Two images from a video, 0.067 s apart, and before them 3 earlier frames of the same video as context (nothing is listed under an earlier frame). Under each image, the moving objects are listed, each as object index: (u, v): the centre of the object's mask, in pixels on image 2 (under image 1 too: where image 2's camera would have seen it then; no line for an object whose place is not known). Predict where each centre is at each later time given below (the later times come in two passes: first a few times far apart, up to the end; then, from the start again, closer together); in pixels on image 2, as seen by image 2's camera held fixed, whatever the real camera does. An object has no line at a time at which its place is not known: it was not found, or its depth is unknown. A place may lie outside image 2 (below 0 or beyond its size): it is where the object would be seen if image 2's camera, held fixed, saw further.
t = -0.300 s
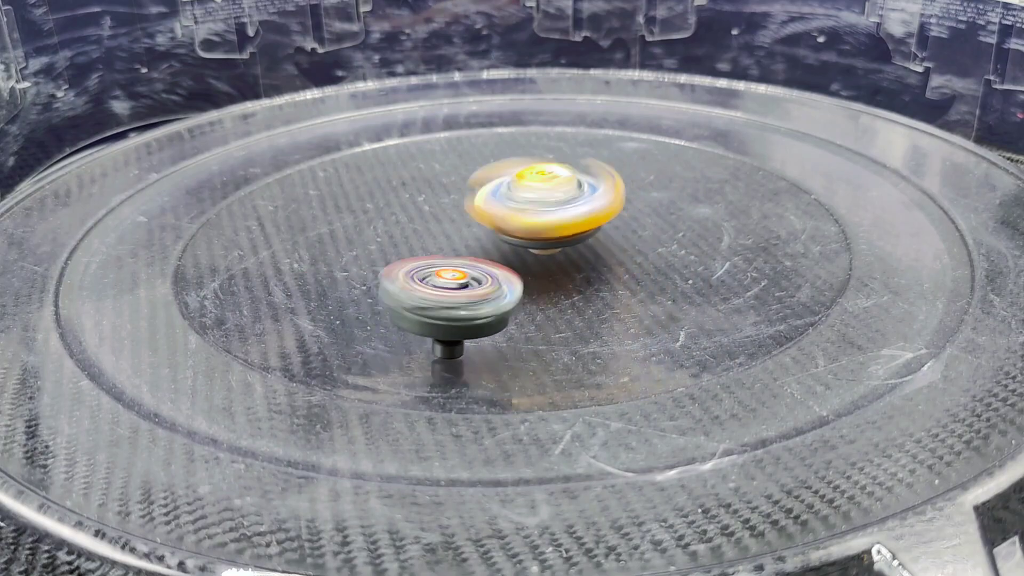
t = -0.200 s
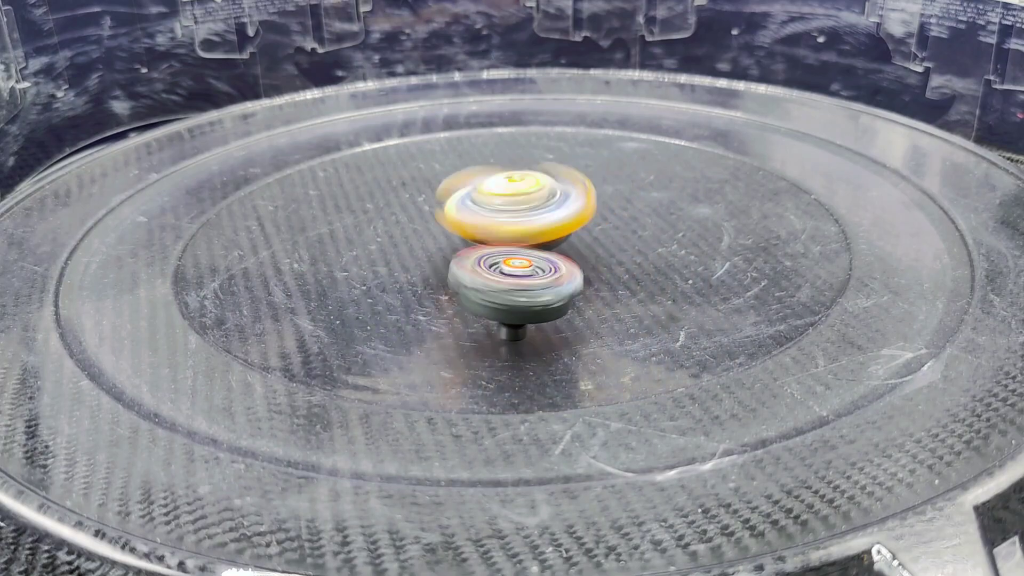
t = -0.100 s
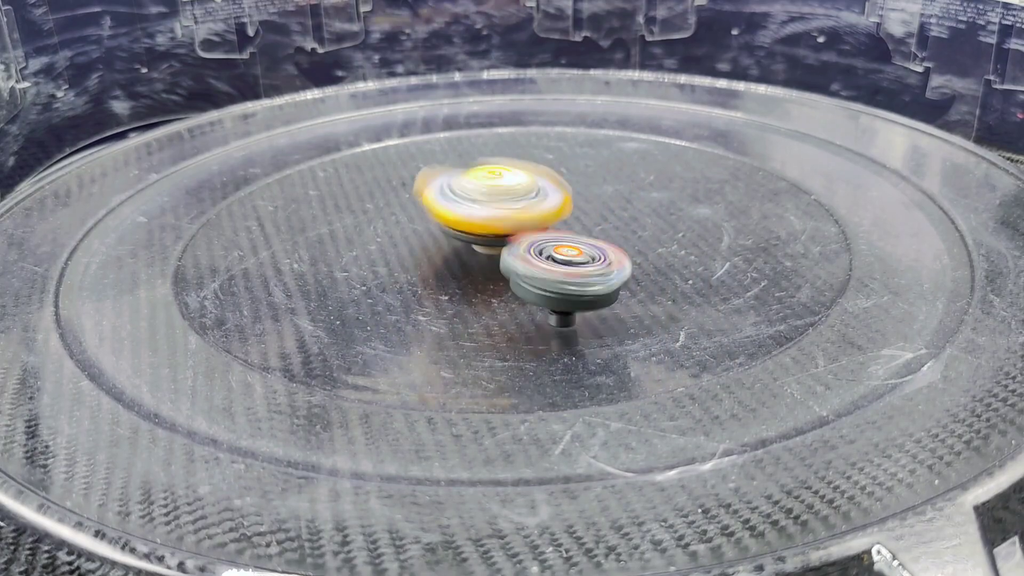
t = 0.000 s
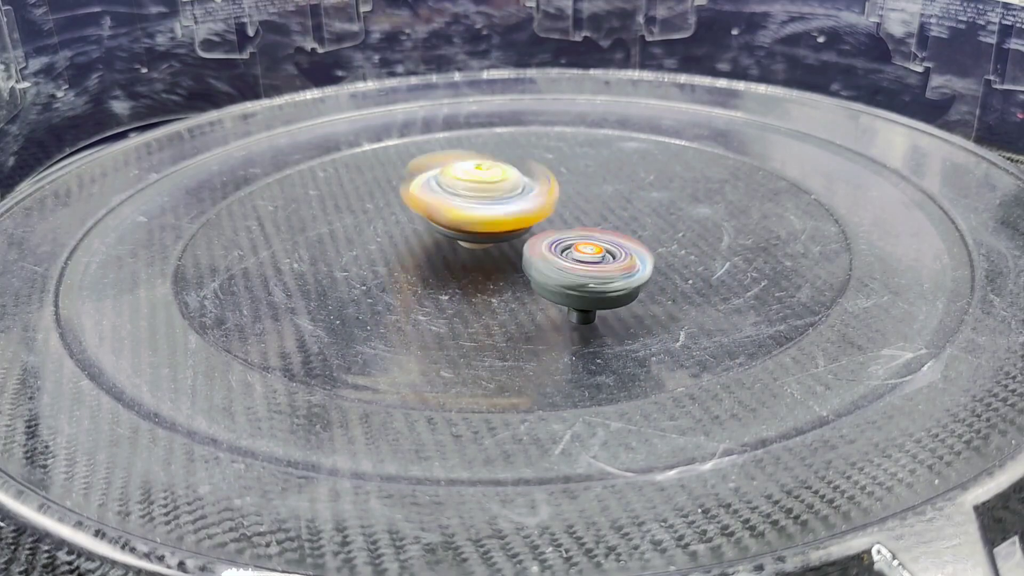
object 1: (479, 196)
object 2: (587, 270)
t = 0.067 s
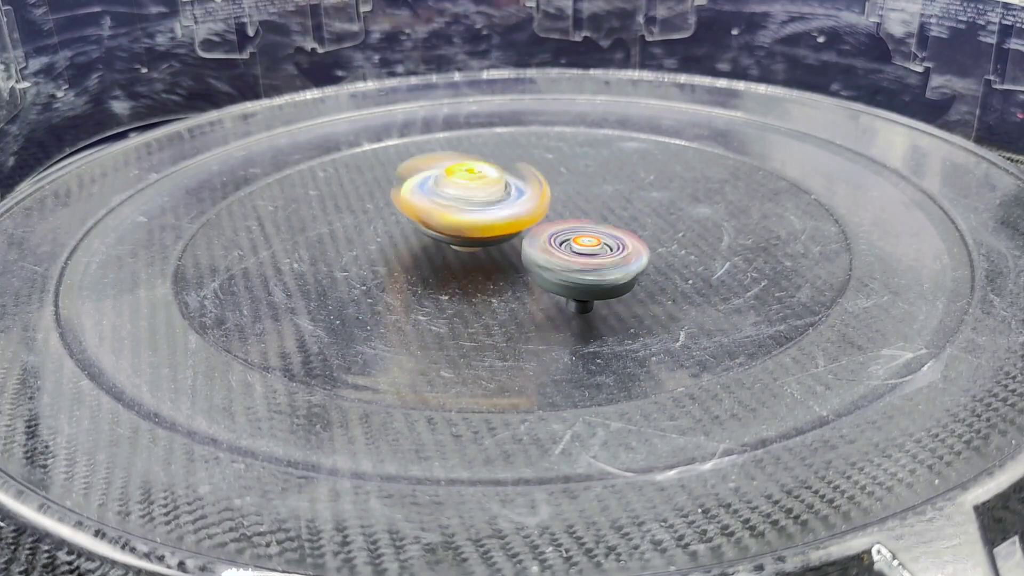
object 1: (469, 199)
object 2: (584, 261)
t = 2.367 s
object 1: (468, 218)
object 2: (587, 306)
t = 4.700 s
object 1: (510, 253)
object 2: (653, 257)
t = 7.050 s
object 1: (444, 221)
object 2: (546, 274)
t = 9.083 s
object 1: (520, 230)
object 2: (498, 284)
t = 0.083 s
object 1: (469, 199)
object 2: (584, 259)
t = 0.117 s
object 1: (464, 201)
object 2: (583, 253)
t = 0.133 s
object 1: (463, 203)
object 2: (582, 250)
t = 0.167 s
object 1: (461, 205)
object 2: (582, 244)
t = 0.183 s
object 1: (457, 206)
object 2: (586, 241)
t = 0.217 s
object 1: (456, 208)
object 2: (590, 237)
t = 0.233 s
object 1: (454, 209)
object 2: (591, 235)
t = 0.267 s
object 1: (453, 211)
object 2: (591, 231)
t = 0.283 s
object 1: (451, 211)
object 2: (594, 229)
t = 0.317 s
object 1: (447, 214)
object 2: (596, 226)
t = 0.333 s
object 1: (448, 214)
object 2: (595, 225)
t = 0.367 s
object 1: (446, 216)
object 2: (593, 223)
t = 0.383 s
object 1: (448, 218)
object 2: (592, 222)
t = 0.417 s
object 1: (443, 220)
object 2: (599, 219)
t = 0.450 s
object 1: (438, 221)
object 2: (614, 216)
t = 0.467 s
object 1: (435, 222)
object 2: (618, 215)
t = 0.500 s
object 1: (438, 226)
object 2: (620, 213)
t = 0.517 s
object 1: (437, 226)
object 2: (620, 213)
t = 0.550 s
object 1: (441, 229)
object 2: (618, 213)
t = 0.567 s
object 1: (443, 231)
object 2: (617, 213)
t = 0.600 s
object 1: (448, 234)
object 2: (614, 214)
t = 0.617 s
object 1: (452, 235)
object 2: (612, 215)
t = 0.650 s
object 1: (458, 238)
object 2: (608, 217)
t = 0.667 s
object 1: (462, 238)
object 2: (605, 218)
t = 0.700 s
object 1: (446, 240)
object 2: (640, 209)
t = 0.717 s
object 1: (436, 241)
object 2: (664, 202)
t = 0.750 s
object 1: (423, 242)
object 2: (706, 191)
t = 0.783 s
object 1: (418, 244)
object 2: (735, 180)
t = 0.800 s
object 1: (421, 246)
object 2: (745, 175)
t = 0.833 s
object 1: (424, 249)
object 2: (761, 168)
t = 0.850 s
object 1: (427, 249)
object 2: (766, 164)
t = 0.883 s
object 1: (435, 252)
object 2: (773, 160)
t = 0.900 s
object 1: (435, 253)
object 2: (775, 159)
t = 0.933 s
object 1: (445, 255)
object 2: (777, 159)
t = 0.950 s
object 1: (448, 257)
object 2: (775, 159)
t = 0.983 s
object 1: (456, 257)
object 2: (771, 161)
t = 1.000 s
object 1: (461, 258)
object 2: (768, 163)
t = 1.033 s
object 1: (469, 259)
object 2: (758, 167)
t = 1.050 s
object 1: (476, 259)
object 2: (752, 169)
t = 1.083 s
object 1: (484, 260)
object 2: (740, 175)
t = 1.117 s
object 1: (492, 259)
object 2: (726, 181)
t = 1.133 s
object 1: (500, 259)
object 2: (717, 184)
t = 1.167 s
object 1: (507, 258)
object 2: (701, 192)
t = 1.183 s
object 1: (511, 257)
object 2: (692, 195)
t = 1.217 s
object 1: (520, 256)
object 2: (674, 203)
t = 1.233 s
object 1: (522, 255)
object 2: (665, 207)
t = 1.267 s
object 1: (523, 254)
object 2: (655, 211)
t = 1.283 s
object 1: (518, 256)
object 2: (658, 210)
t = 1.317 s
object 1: (513, 256)
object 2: (661, 211)
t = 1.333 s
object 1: (515, 255)
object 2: (660, 212)
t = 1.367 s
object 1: (516, 255)
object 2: (659, 216)
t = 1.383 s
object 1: (515, 254)
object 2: (657, 218)
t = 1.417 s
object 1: (497, 255)
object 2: (681, 214)
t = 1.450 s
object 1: (469, 256)
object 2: (718, 207)
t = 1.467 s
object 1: (460, 255)
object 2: (734, 206)
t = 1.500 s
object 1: (445, 254)
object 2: (757, 203)
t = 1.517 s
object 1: (438, 255)
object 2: (765, 202)
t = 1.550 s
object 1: (434, 255)
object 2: (774, 203)
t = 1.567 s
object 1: (436, 255)
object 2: (774, 205)
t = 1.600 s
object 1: (435, 256)
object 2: (770, 210)
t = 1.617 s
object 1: (433, 256)
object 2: (766, 213)
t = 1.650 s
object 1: (434, 256)
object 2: (756, 219)
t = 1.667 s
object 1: (434, 257)
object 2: (751, 222)
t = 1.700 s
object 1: (436, 258)
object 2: (736, 230)
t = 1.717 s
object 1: (438, 257)
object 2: (728, 233)
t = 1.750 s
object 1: (441, 258)
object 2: (712, 241)
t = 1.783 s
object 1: (444, 258)
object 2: (693, 249)
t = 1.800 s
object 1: (445, 258)
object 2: (684, 252)
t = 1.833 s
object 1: (450, 257)
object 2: (663, 260)
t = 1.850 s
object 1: (450, 257)
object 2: (652, 263)
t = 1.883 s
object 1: (454, 257)
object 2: (627, 269)
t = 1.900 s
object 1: (460, 256)
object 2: (616, 272)
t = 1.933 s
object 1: (453, 252)
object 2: (614, 278)
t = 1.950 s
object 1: (439, 247)
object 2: (634, 285)
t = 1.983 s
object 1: (422, 233)
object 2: (671, 291)
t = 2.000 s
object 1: (414, 229)
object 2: (687, 294)
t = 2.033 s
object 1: (410, 220)
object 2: (713, 300)
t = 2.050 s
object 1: (407, 216)
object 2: (721, 303)
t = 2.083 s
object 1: (410, 212)
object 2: (728, 305)
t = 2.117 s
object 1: (411, 210)
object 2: (724, 306)
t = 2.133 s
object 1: (412, 209)
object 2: (720, 307)
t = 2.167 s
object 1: (417, 209)
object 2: (709, 308)
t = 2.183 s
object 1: (418, 210)
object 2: (703, 308)
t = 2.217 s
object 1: (426, 210)
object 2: (687, 307)
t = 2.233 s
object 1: (428, 211)
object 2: (678, 308)
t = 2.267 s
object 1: (438, 213)
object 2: (658, 307)
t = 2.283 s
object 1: (439, 213)
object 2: (646, 308)
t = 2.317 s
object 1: (451, 216)
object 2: (623, 307)
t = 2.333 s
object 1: (455, 215)
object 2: (611, 307)
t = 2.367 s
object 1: (468, 218)
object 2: (587, 306)
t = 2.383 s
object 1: (471, 218)
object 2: (574, 305)
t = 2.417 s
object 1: (483, 221)
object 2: (551, 303)
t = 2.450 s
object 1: (494, 219)
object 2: (528, 299)
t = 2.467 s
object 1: (497, 219)
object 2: (517, 297)
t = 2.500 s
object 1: (508, 217)
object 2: (498, 292)
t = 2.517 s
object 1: (513, 218)
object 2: (489, 290)
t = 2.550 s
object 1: (524, 217)
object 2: (469, 286)
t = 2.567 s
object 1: (528, 218)
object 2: (457, 285)
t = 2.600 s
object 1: (539, 215)
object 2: (438, 280)
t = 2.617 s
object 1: (541, 216)
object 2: (429, 278)
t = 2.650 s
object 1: (547, 213)
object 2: (415, 272)
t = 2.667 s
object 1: (549, 215)
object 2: (411, 269)
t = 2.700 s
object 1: (551, 214)
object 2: (404, 264)
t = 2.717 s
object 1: (551, 216)
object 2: (401, 262)
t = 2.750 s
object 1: (549, 216)
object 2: (397, 257)
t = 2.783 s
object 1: (547, 218)
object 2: (395, 253)
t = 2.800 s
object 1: (545, 219)
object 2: (396, 251)
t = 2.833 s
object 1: (543, 221)
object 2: (398, 247)
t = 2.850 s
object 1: (541, 220)
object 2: (400, 246)
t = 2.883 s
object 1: (551, 222)
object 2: (388, 240)
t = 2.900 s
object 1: (560, 220)
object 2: (371, 237)
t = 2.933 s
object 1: (579, 219)
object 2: (345, 232)
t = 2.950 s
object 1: (586, 217)
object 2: (336, 228)
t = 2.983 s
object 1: (595, 214)
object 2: (325, 225)
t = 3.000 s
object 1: (600, 214)
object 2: (324, 224)
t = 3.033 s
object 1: (603, 212)
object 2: (327, 222)
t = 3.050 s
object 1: (603, 213)
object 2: (330, 221)
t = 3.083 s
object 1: (601, 215)
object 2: (337, 220)
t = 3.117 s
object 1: (593, 217)
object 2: (346, 219)
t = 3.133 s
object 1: (587, 219)
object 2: (352, 220)
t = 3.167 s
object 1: (574, 223)
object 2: (365, 219)
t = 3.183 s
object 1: (565, 224)
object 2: (373, 220)
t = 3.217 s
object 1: (549, 228)
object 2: (389, 220)
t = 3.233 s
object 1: (542, 228)
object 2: (397, 221)
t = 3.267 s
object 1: (547, 231)
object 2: (389, 214)
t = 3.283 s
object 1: (548, 232)
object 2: (389, 211)
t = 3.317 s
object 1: (553, 233)
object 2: (394, 209)
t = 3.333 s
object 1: (555, 234)
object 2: (399, 208)
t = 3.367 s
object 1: (560, 235)
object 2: (410, 208)
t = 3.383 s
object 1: (560, 234)
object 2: (416, 207)
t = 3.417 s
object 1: (562, 235)
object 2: (429, 208)
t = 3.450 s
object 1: (562, 236)
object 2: (445, 208)
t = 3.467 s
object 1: (567, 240)
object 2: (444, 196)
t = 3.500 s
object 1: (587, 246)
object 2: (439, 173)
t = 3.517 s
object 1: (597, 253)
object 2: (439, 163)
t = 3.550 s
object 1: (615, 257)
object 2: (445, 147)
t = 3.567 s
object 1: (624, 261)
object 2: (447, 140)
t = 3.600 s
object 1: (640, 262)
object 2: (454, 132)
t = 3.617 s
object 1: (648, 262)
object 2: (459, 129)
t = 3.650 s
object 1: (658, 263)
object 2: (468, 126)
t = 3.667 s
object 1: (663, 263)
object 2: (472, 126)
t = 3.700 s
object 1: (666, 260)
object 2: (480, 126)
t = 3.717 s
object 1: (666, 259)
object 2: (483, 126)
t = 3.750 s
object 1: (663, 255)
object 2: (490, 128)
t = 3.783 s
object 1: (656, 255)
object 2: (497, 131)
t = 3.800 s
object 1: (653, 254)
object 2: (501, 133)
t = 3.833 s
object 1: (640, 254)
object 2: (510, 138)
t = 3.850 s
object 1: (635, 253)
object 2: (514, 141)
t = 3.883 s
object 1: (619, 251)
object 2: (523, 147)
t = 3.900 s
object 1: (611, 251)
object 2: (528, 151)
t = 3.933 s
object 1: (594, 252)
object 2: (537, 157)
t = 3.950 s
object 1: (585, 252)
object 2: (542, 158)
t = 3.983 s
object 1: (569, 253)
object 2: (558, 166)
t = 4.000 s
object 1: (563, 252)
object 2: (563, 173)
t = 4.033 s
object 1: (548, 251)
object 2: (574, 177)
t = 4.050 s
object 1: (540, 250)
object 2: (591, 179)
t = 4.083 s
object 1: (519, 253)
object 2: (604, 195)
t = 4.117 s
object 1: (498, 255)
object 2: (630, 204)
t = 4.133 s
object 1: (489, 255)
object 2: (641, 208)
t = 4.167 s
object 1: (475, 257)
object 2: (666, 212)
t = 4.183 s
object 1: (472, 257)
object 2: (677, 215)
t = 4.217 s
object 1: (472, 256)
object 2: (696, 221)
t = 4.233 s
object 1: (471, 257)
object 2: (705, 224)
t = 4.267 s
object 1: (476, 258)
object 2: (720, 229)
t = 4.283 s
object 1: (478, 257)
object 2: (726, 231)
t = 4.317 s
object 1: (481, 257)
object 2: (736, 235)
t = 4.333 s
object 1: (482, 258)
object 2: (739, 236)
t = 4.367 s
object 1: (485, 258)
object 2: (743, 239)
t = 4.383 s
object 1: (488, 257)
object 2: (744, 240)
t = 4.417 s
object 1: (488, 259)
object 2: (742, 243)
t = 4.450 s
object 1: (493, 258)
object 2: (737, 245)
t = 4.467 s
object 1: (494, 258)
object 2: (735, 245)
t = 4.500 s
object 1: (494, 258)
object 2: (726, 247)
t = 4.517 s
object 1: (496, 258)
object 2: (721, 248)
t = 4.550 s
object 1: (500, 257)
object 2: (710, 248)
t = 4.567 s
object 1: (501, 257)
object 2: (703, 248)
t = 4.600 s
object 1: (503, 257)
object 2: (691, 249)
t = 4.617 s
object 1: (506, 257)
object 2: (685, 249)
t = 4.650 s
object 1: (509, 255)
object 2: (669, 252)
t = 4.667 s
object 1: (508, 256)
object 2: (662, 253)
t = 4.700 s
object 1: (510, 253)
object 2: (653, 257)
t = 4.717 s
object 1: (505, 251)
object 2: (651, 259)
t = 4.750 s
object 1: (500, 248)
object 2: (646, 266)
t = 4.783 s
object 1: (500, 245)
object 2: (635, 273)
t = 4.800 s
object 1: (499, 245)
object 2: (626, 275)
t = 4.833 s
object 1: (501, 242)
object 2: (606, 282)
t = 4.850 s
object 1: (498, 240)
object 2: (596, 283)
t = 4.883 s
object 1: (495, 236)
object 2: (570, 288)
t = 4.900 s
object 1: (498, 234)
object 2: (558, 291)
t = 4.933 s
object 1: (504, 229)
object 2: (521, 294)
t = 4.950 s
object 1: (514, 225)
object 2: (498, 291)
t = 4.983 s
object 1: (518, 227)
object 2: (456, 295)
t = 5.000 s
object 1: (520, 226)
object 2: (433, 299)
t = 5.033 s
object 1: (520, 224)
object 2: (393, 296)
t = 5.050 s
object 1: (524, 221)
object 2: (377, 295)
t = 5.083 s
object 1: (525, 222)
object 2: (344, 290)
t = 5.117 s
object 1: (525, 221)
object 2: (322, 285)
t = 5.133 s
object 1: (525, 222)
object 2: (311, 283)
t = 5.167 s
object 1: (522, 223)
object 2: (296, 279)
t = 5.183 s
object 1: (520, 224)
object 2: (290, 276)
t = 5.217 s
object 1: (517, 224)
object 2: (284, 274)
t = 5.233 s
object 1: (516, 225)
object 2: (283, 272)
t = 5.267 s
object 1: (511, 225)
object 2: (285, 271)
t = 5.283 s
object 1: (510, 226)
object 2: (287, 270)
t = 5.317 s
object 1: (507, 226)
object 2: (295, 270)
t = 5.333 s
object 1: (505, 227)
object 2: (299, 269)
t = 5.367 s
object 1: (503, 227)
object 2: (312, 268)
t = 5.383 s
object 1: (503, 226)
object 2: (320, 268)
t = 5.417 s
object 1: (502, 227)
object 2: (336, 266)
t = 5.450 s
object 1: (502, 226)
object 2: (354, 265)
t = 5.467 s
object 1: (503, 227)
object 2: (364, 264)
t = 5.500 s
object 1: (505, 227)
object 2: (382, 261)
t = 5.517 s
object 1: (516, 226)
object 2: (376, 252)
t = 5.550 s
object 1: (534, 229)
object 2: (366, 246)
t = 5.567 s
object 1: (540, 229)
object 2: (366, 242)
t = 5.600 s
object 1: (554, 233)
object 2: (369, 236)
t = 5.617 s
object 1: (562, 237)
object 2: (373, 231)
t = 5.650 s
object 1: (575, 239)
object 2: (385, 225)
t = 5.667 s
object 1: (582, 238)
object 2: (391, 223)
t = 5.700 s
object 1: (592, 239)
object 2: (406, 215)
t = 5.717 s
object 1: (594, 240)
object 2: (414, 215)
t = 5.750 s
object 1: (598, 239)
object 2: (432, 210)
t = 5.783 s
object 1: (600, 239)
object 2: (451, 206)
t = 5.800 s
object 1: (601, 241)
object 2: (461, 205)
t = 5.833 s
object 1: (598, 241)
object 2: (480, 202)
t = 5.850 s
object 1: (597, 240)
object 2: (490, 199)
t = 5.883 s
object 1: (594, 238)
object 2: (512, 193)
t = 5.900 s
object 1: (591, 240)
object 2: (521, 189)
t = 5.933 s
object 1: (587, 244)
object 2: (548, 170)
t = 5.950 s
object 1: (585, 246)
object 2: (560, 163)
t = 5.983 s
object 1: (581, 253)
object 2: (586, 151)
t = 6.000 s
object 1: (579, 255)
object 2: (595, 144)
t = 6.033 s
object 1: (574, 262)
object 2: (612, 131)
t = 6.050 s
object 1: (570, 267)
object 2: (619, 126)
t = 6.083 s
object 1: (565, 270)
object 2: (632, 118)
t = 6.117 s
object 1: (562, 273)
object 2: (642, 114)
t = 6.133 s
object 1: (559, 275)
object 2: (645, 112)
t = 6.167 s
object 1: (557, 276)
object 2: (647, 115)
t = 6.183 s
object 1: (557, 274)
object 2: (647, 117)
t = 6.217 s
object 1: (556, 274)
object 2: (645, 125)
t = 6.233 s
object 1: (556, 274)
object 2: (644, 129)
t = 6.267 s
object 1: (557, 273)
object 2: (638, 139)
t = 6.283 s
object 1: (556, 271)
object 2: (635, 144)
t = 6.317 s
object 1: (558, 269)
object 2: (627, 158)
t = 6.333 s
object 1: (560, 268)
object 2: (624, 165)
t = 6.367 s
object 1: (562, 266)
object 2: (617, 178)
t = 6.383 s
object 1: (562, 266)
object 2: (613, 184)
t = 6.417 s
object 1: (561, 265)
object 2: (606, 193)
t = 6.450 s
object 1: (546, 266)
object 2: (617, 203)
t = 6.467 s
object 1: (536, 271)
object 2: (622, 207)
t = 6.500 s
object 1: (509, 272)
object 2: (642, 207)
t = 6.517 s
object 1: (500, 273)
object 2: (650, 206)
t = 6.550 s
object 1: (478, 270)
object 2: (665, 202)
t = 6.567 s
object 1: (470, 271)
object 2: (672, 201)
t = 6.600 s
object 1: (452, 268)
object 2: (681, 198)
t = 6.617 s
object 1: (448, 266)
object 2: (683, 196)
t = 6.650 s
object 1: (440, 261)
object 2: (684, 194)
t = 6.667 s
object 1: (437, 261)
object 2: (685, 195)
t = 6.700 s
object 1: (432, 258)
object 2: (682, 197)
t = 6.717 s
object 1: (429, 256)
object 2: (678, 198)
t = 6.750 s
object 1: (431, 254)
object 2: (668, 202)
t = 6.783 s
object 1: (437, 249)
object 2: (652, 208)
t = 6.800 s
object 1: (437, 247)
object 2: (642, 211)
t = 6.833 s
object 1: (440, 244)
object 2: (619, 218)
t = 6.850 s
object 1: (442, 242)
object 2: (606, 222)
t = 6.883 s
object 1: (447, 239)
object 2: (585, 228)
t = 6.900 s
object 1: (450, 238)
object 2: (575, 230)
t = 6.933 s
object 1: (449, 233)
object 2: (562, 238)
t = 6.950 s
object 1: (447, 232)
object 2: (564, 243)
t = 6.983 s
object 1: (439, 230)
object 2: (566, 255)
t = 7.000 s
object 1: (437, 227)
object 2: (563, 261)
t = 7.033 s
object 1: (441, 223)
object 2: (555, 270)
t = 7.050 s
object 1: (444, 221)
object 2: (546, 274)
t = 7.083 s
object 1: (445, 212)
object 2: (527, 279)
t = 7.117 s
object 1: (449, 209)
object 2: (503, 281)
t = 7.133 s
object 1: (450, 207)
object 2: (492, 281)
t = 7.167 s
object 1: (459, 206)
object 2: (471, 280)
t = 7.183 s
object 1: (465, 205)
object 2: (462, 278)
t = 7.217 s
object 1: (483, 208)
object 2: (429, 272)
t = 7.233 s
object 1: (491, 212)
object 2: (416, 268)
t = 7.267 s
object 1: (503, 219)
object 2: (388, 267)
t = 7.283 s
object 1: (511, 222)
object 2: (377, 266)
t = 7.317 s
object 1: (526, 224)
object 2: (360, 265)
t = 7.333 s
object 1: (534, 224)
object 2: (354, 265)
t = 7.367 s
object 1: (547, 223)
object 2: (345, 266)
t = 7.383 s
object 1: (554, 223)
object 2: (342, 266)
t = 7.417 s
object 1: (565, 223)
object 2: (340, 266)
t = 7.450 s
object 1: (574, 225)
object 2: (342, 266)
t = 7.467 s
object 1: (577, 226)
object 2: (346, 265)
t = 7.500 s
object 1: (583, 229)
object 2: (355, 265)
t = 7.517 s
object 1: (585, 231)
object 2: (362, 266)
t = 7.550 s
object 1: (588, 236)
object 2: (379, 267)
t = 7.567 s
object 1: (587, 239)
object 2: (387, 269)
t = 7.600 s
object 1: (585, 243)
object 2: (407, 274)
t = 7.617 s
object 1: (583, 246)
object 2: (416, 276)
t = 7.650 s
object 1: (577, 249)
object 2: (438, 280)
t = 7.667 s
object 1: (572, 251)
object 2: (448, 280)
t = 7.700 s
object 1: (564, 252)
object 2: (456, 282)
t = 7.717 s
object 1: (561, 252)
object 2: (458, 282)
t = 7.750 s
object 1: (558, 252)
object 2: (462, 279)
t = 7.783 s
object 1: (554, 251)
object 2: (463, 278)
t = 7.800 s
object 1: (550, 250)
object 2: (466, 278)
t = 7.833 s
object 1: (543, 246)
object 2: (470, 279)
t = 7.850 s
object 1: (539, 245)
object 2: (473, 280)
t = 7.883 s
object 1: (534, 242)
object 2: (477, 282)
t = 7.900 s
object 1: (531, 240)
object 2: (480, 282)
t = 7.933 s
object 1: (528, 237)
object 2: (484, 283)
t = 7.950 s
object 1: (526, 235)
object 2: (485, 283)
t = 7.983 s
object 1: (524, 233)
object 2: (487, 283)
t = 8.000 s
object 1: (523, 232)
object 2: (489, 283)
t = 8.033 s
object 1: (519, 231)
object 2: (491, 283)
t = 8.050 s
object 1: (518, 230)
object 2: (492, 284)
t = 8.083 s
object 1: (516, 228)
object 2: (493, 283)
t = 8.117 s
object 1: (516, 228)
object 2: (495, 283)
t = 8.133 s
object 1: (517, 228)
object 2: (496, 283)
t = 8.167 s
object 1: (520, 229)
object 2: (497, 284)
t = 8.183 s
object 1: (520, 229)
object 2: (498, 284)
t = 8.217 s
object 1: (520, 230)
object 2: (500, 285)
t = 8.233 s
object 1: (520, 230)
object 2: (500, 285)
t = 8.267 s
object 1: (520, 229)
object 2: (500, 285)
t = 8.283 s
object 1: (520, 229)
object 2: (500, 285)
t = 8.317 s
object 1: (520, 229)
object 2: (500, 284)
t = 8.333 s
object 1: (520, 229)
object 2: (499, 284)
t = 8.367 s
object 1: (520, 230)
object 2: (499, 284)
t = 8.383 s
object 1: (520, 230)
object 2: (499, 284)
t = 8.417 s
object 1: (520, 230)
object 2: (498, 284)
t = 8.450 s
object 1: (520, 230)
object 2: (498, 284)
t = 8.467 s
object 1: (520, 230)
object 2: (498, 284)
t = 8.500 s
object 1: (520, 230)
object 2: (498, 284)
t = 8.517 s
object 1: (520, 230)
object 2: (498, 284)
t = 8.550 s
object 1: (520, 230)
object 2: (498, 284)
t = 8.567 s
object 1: (520, 230)
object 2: (498, 284)
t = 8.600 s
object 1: (520, 230)
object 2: (498, 284)
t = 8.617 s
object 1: (520, 230)
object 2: (498, 284)
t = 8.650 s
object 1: (520, 230)
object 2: (498, 284)
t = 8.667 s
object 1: (520, 230)
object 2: (498, 284)
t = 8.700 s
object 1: (520, 230)
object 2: (498, 284)
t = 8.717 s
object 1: (520, 230)
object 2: (498, 284)
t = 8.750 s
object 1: (520, 230)
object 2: (498, 284)
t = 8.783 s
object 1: (520, 230)
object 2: (498, 284)
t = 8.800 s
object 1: (520, 230)
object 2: (498, 284)
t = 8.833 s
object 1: (520, 230)
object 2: (498, 284)
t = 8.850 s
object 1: (520, 230)
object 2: (498, 284)
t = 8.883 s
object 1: (520, 230)
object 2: (498, 284)
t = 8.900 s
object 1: (520, 230)
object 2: (498, 284)
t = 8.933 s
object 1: (520, 230)
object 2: (498, 284)
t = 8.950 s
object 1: (520, 230)
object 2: (498, 284)
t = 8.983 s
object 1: (520, 230)
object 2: (498, 284)
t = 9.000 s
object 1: (520, 230)
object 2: (498, 284)
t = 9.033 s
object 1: (520, 230)
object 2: (498, 284)
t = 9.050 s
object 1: (520, 230)
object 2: (498, 284)
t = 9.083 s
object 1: (520, 230)
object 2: (498, 284)
